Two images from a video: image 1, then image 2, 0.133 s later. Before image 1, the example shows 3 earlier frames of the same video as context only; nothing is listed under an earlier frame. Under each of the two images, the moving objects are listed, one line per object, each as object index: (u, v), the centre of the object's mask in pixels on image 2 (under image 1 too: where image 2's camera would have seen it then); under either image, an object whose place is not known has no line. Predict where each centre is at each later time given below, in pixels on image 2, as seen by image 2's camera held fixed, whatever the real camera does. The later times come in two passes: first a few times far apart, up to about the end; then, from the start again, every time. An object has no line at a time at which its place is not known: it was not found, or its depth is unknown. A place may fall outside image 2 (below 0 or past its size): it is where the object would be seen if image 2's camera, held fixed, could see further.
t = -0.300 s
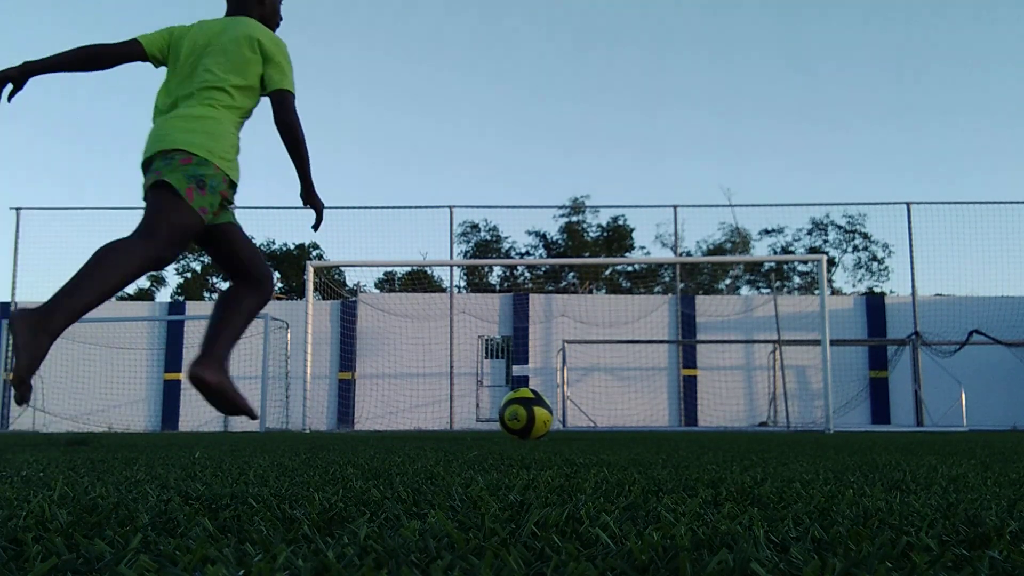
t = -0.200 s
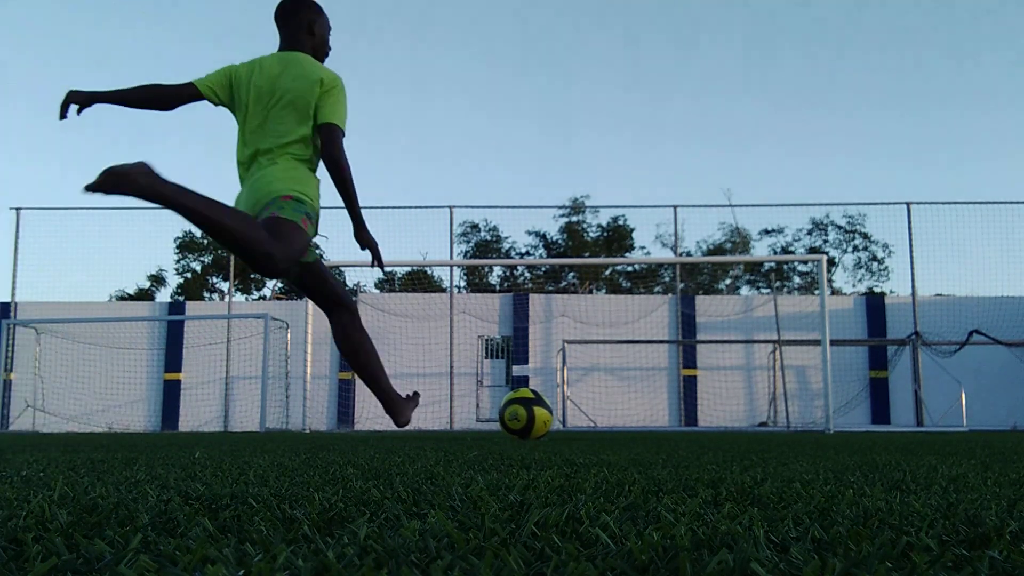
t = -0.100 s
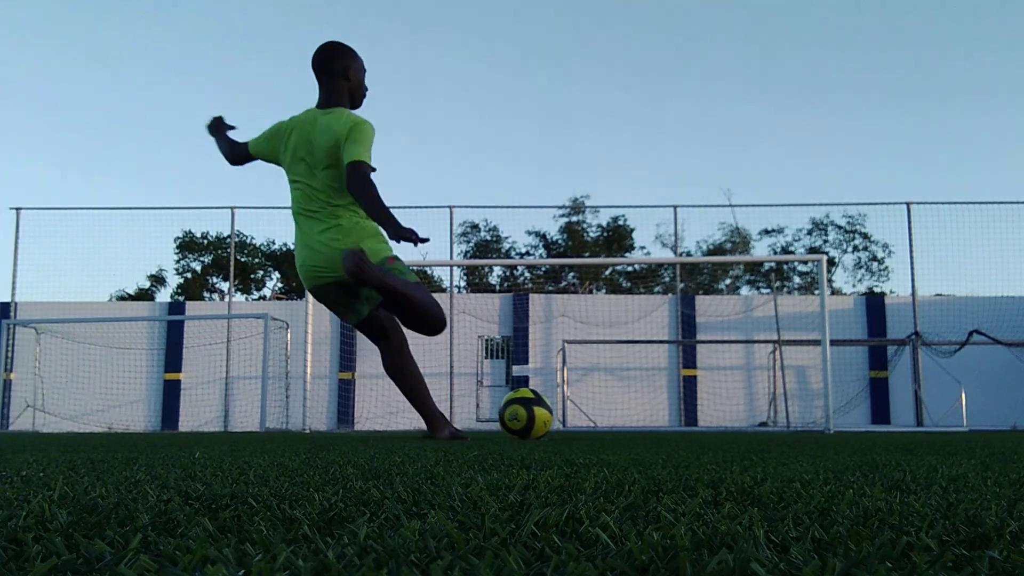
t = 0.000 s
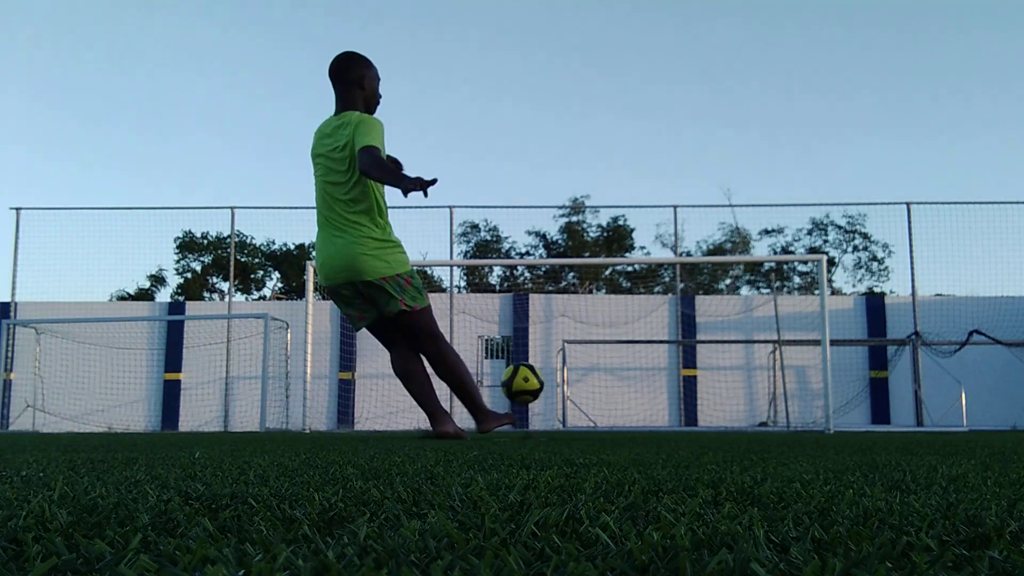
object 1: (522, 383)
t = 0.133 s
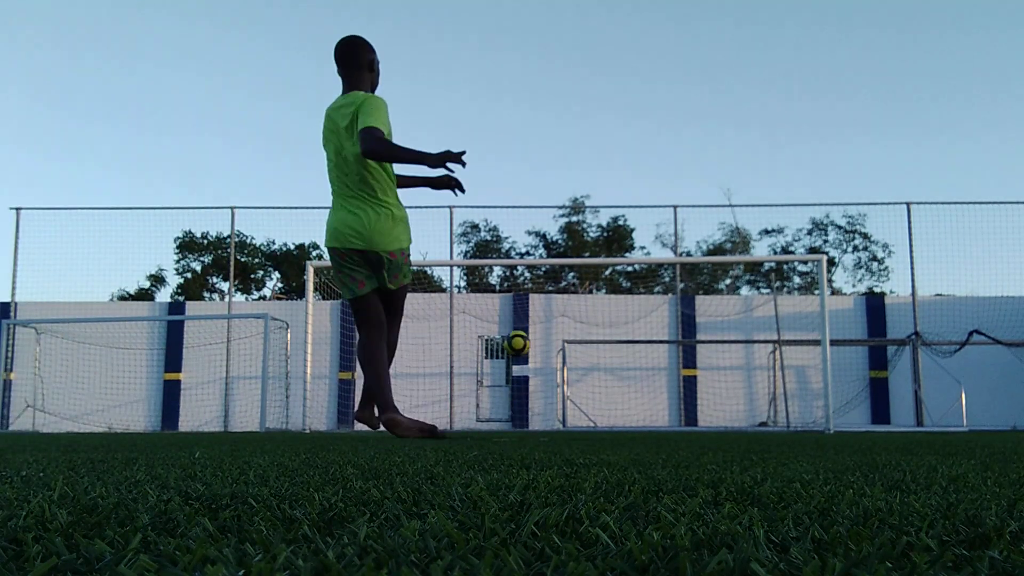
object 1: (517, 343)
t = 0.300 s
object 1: (511, 334)
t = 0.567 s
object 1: (500, 345)
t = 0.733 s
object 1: (497, 361)
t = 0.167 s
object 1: (516, 339)
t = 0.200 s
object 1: (515, 337)
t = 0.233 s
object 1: (513, 335)
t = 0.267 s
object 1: (512, 334)
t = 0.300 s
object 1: (511, 334)
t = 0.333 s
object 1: (509, 335)
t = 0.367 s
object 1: (508, 335)
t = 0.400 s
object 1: (507, 336)
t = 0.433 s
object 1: (506, 337)
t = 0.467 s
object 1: (504, 339)
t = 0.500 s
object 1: (503, 340)
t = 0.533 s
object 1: (502, 343)
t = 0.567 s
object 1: (500, 345)
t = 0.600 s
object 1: (500, 347)
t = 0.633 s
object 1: (499, 347)
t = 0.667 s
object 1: (499, 349)
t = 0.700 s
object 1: (497, 355)
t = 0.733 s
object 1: (497, 361)
